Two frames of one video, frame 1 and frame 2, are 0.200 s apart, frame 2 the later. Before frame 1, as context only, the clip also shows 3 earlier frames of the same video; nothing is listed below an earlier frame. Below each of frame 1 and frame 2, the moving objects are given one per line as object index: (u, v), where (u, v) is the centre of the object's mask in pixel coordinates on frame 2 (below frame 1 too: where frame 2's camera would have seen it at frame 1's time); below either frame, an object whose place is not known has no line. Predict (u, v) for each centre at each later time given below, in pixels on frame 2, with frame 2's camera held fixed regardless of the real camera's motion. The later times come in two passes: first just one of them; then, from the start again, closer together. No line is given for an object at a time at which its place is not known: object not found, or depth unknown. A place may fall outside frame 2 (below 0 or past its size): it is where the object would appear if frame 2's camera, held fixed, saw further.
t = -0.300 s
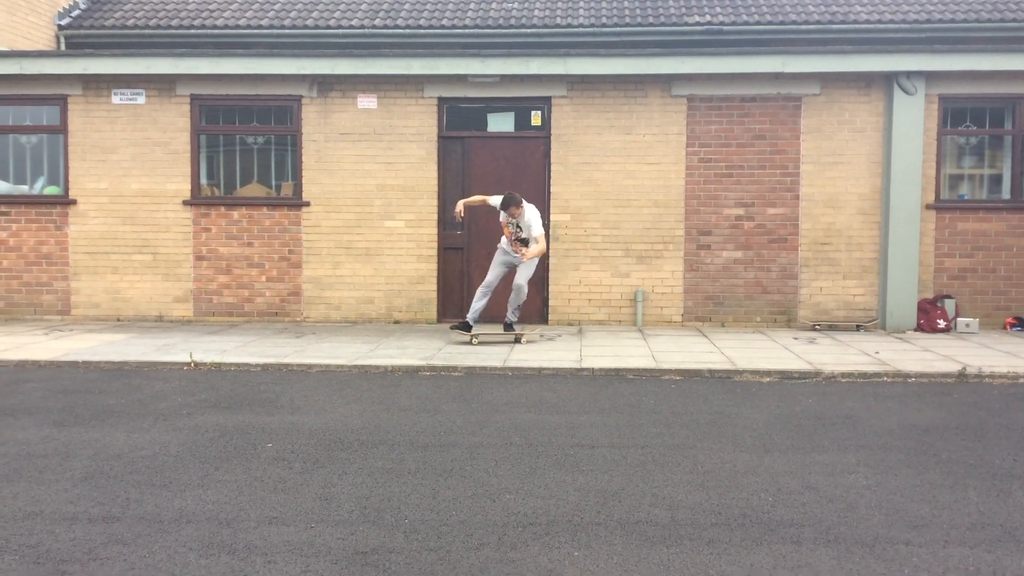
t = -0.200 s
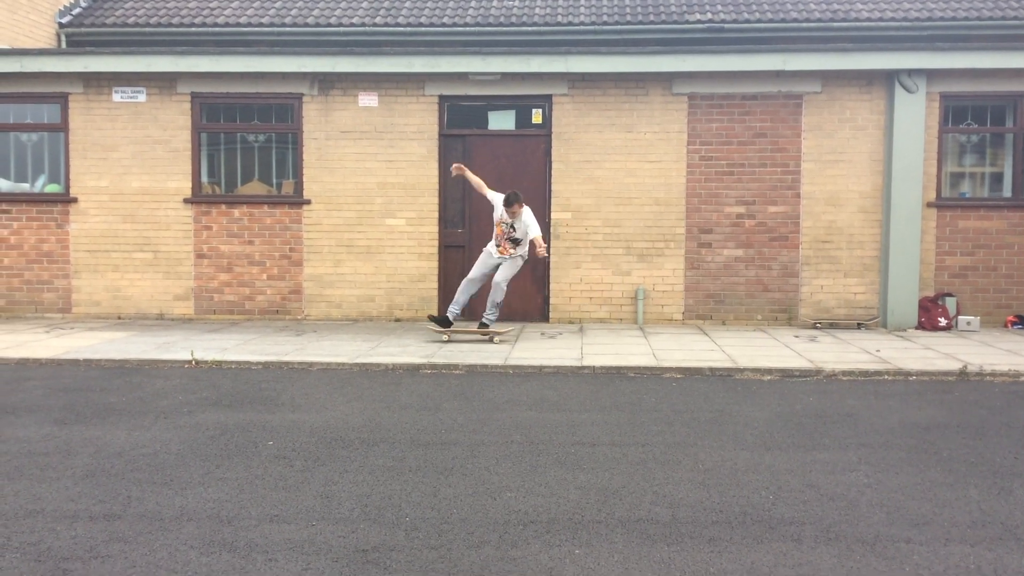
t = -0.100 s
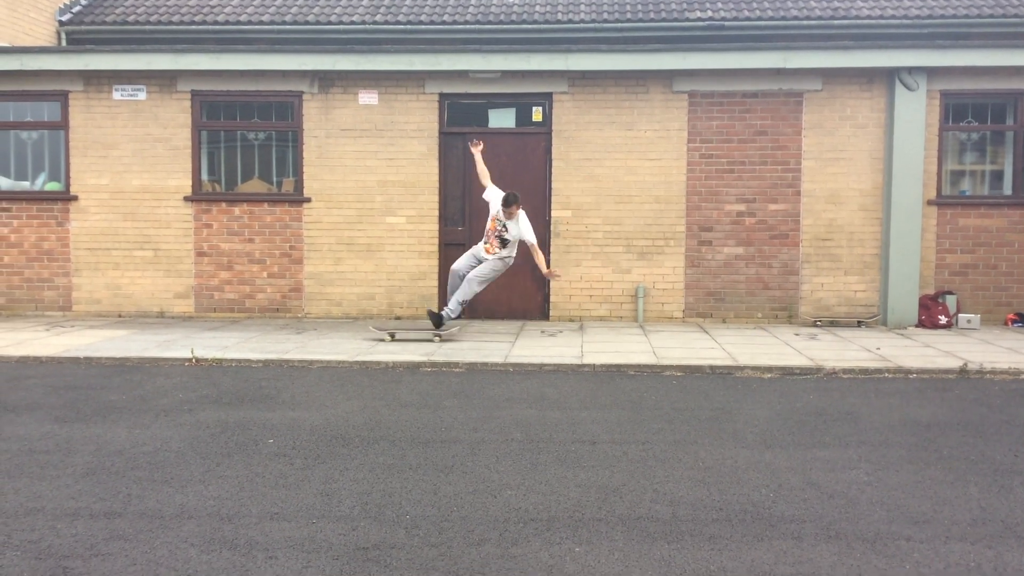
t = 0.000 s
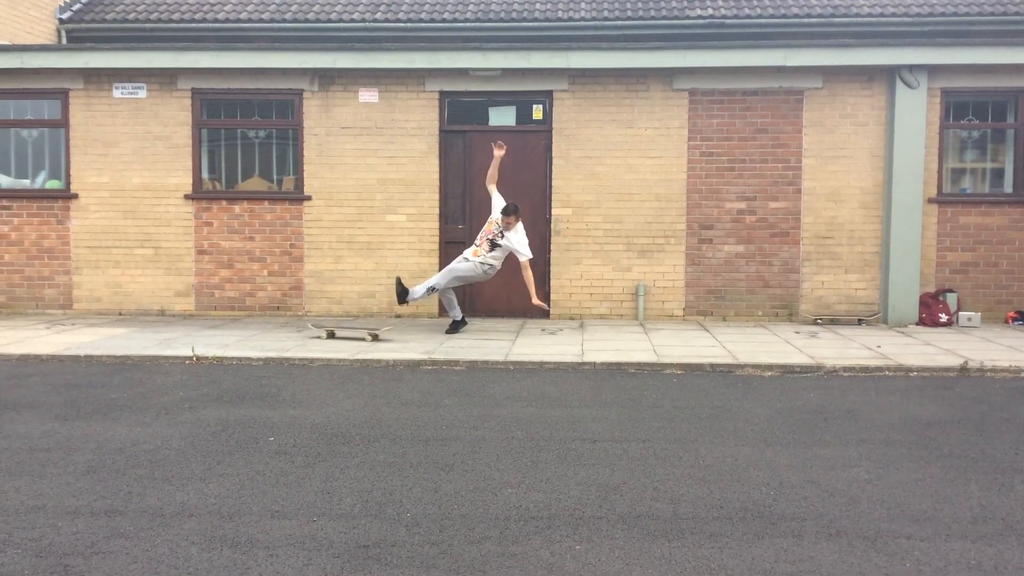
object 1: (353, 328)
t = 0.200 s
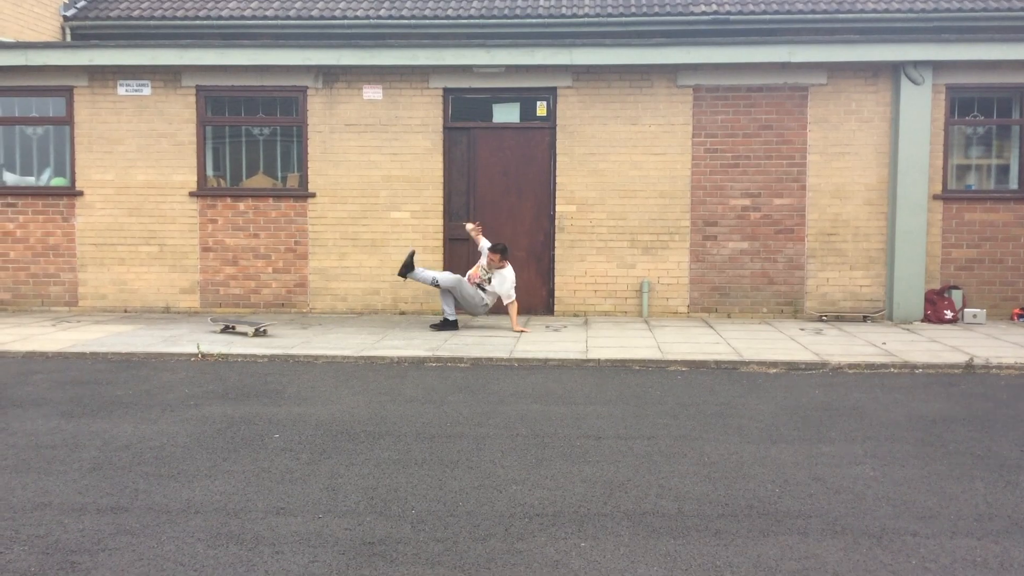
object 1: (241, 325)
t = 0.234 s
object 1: (226, 325)
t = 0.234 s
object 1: (226, 325)
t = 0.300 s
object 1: (198, 324)
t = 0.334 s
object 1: (185, 323)
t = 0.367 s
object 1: (175, 322)
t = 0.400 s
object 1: (165, 321)
